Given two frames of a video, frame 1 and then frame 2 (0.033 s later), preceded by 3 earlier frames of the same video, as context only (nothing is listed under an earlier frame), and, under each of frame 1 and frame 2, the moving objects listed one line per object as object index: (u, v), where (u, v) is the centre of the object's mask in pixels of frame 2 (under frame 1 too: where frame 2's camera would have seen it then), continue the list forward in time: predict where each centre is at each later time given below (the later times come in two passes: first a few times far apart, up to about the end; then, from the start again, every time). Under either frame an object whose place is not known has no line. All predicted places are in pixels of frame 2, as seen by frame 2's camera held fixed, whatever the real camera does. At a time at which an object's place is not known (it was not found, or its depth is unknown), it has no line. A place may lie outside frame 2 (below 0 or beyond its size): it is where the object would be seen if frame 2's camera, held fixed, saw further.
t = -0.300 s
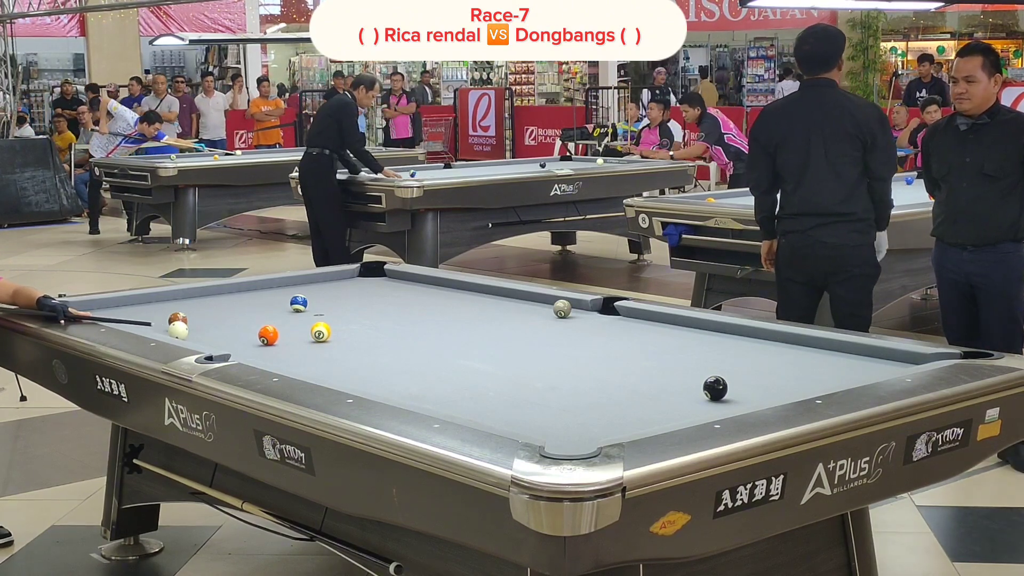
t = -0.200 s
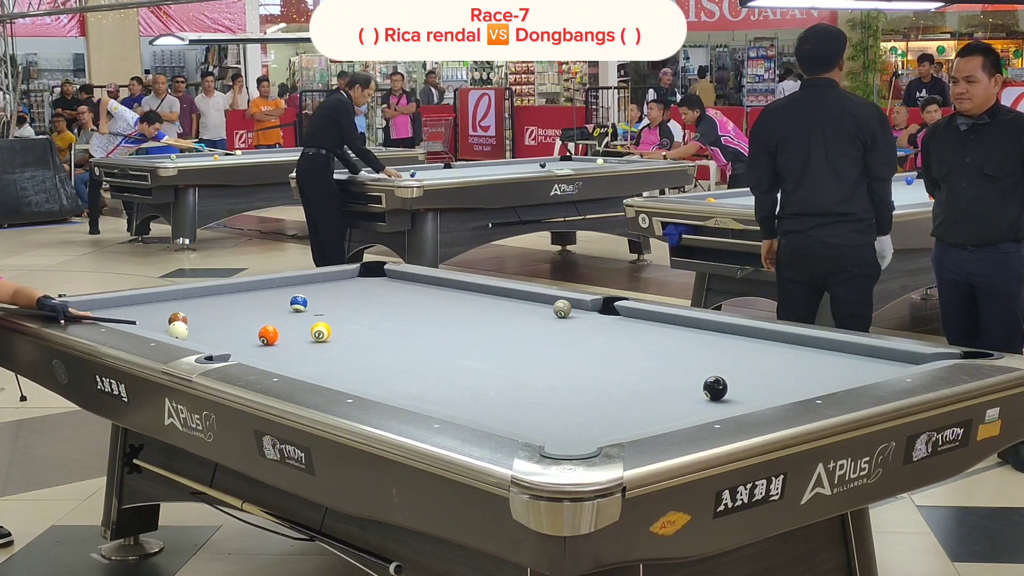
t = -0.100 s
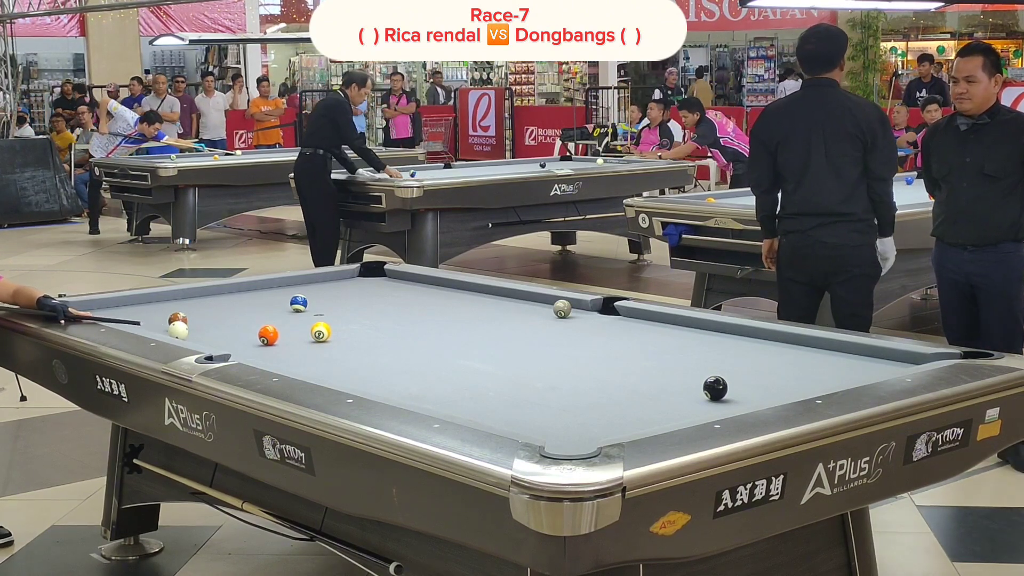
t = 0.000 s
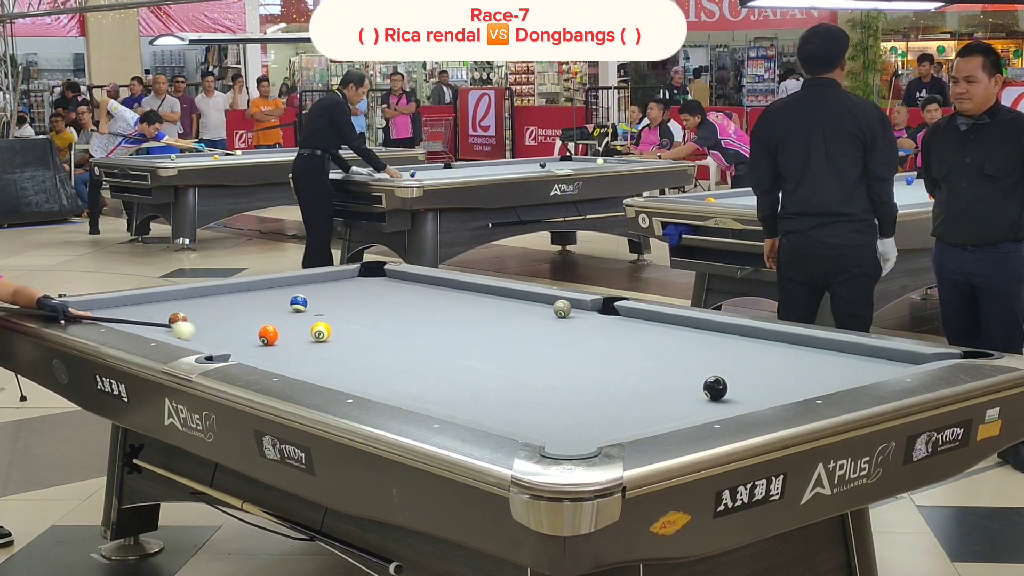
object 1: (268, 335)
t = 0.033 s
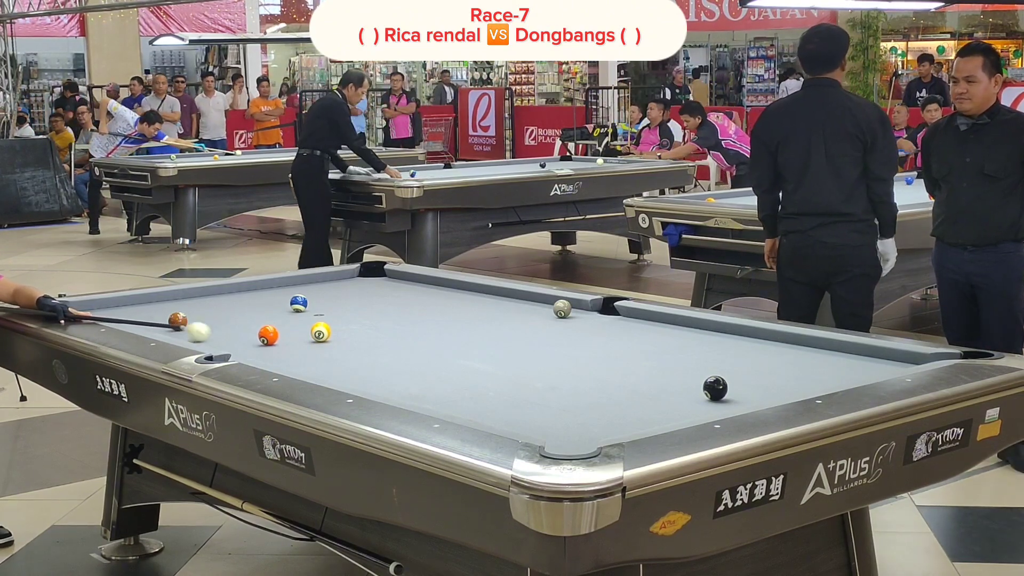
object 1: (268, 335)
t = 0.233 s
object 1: (300, 336)
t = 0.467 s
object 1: (373, 340)
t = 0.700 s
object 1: (440, 343)
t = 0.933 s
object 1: (508, 346)
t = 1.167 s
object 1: (576, 349)
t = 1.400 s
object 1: (644, 352)
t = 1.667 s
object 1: (723, 355)
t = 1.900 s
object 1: (791, 358)
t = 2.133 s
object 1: (860, 360)
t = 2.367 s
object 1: (927, 359)
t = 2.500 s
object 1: (956, 357)
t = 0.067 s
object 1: (268, 335)
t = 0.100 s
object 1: (268, 335)
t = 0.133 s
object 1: (268, 335)
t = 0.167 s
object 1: (274, 335)
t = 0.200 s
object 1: (288, 336)
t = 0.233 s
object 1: (300, 336)
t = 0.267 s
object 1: (312, 337)
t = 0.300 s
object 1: (323, 336)
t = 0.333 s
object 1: (335, 338)
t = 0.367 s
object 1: (344, 338)
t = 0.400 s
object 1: (353, 339)
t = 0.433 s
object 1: (363, 339)
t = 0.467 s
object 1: (373, 340)
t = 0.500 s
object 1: (382, 340)
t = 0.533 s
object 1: (392, 341)
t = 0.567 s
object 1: (401, 341)
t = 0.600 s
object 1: (411, 341)
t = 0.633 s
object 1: (421, 342)
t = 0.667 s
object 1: (430, 343)
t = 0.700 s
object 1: (440, 343)
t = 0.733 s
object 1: (450, 343)
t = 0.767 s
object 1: (459, 344)
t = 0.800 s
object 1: (469, 344)
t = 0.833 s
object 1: (479, 344)
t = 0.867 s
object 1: (488, 345)
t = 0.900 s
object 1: (498, 345)
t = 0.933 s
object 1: (508, 346)
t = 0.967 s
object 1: (517, 346)
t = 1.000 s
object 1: (527, 347)
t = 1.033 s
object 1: (537, 347)
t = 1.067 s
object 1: (547, 348)
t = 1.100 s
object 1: (556, 348)
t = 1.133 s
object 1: (566, 349)
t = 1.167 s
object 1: (576, 349)
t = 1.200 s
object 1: (586, 349)
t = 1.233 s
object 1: (595, 350)
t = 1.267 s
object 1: (605, 350)
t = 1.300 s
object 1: (615, 351)
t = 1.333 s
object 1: (625, 351)
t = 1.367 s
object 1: (635, 351)
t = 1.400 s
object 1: (644, 352)
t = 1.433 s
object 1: (654, 352)
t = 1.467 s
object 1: (664, 352)
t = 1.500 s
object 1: (674, 353)
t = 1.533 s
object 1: (684, 353)
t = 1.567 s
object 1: (693, 354)
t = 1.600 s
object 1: (703, 354)
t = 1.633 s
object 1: (713, 355)
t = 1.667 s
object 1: (723, 355)
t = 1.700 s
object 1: (732, 356)
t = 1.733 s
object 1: (742, 356)
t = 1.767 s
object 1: (752, 356)
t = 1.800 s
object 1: (762, 357)
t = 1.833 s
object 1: (772, 357)
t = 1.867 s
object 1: (781, 358)
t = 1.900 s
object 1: (791, 358)
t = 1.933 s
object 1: (801, 358)
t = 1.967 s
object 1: (811, 359)
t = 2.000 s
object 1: (821, 359)
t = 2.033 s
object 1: (831, 359)
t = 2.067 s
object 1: (841, 360)
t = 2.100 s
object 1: (850, 360)
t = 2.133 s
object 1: (860, 360)
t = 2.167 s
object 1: (870, 361)
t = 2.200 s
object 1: (880, 361)
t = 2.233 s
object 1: (890, 361)
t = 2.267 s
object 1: (899, 360)
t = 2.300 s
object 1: (909, 360)
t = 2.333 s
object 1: (918, 359)
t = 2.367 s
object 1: (927, 359)
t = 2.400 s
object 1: (936, 358)
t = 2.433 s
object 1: (943, 357)
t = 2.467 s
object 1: (951, 357)
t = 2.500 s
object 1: (956, 357)
